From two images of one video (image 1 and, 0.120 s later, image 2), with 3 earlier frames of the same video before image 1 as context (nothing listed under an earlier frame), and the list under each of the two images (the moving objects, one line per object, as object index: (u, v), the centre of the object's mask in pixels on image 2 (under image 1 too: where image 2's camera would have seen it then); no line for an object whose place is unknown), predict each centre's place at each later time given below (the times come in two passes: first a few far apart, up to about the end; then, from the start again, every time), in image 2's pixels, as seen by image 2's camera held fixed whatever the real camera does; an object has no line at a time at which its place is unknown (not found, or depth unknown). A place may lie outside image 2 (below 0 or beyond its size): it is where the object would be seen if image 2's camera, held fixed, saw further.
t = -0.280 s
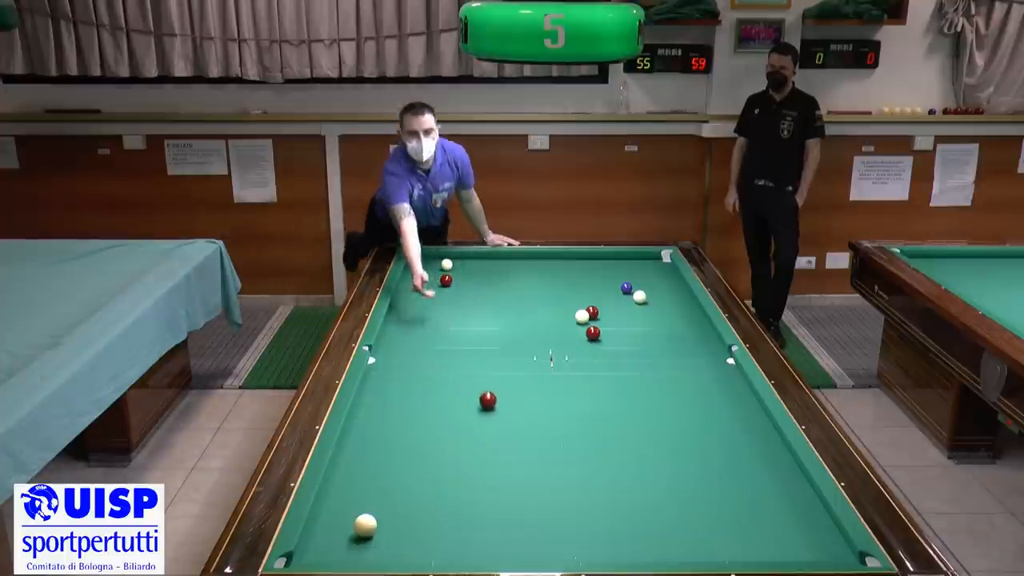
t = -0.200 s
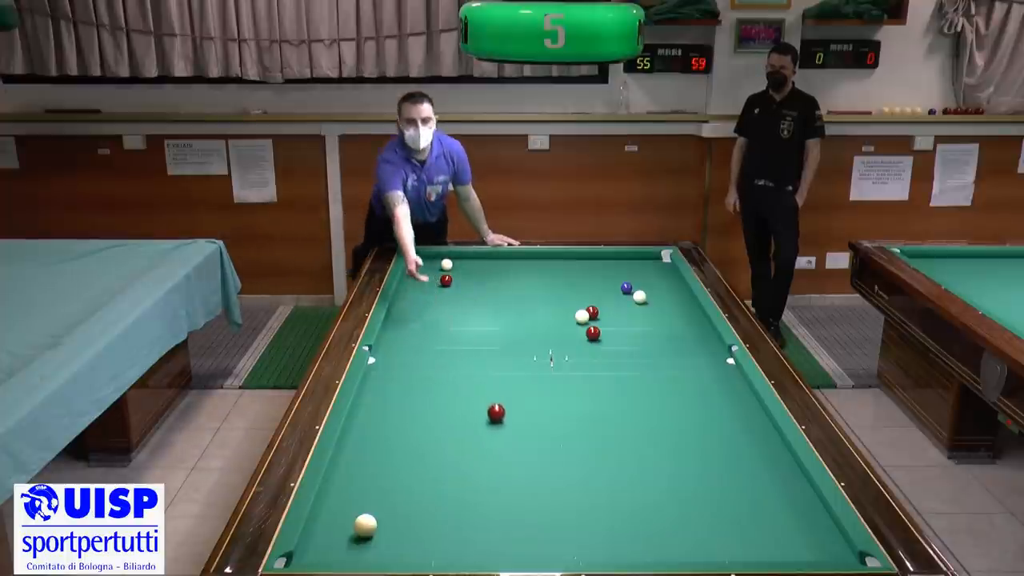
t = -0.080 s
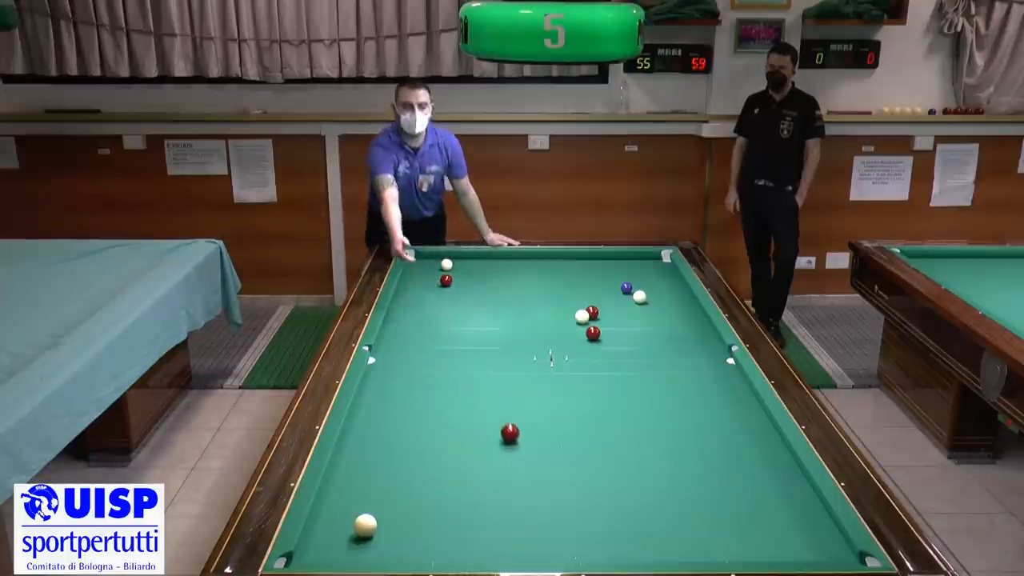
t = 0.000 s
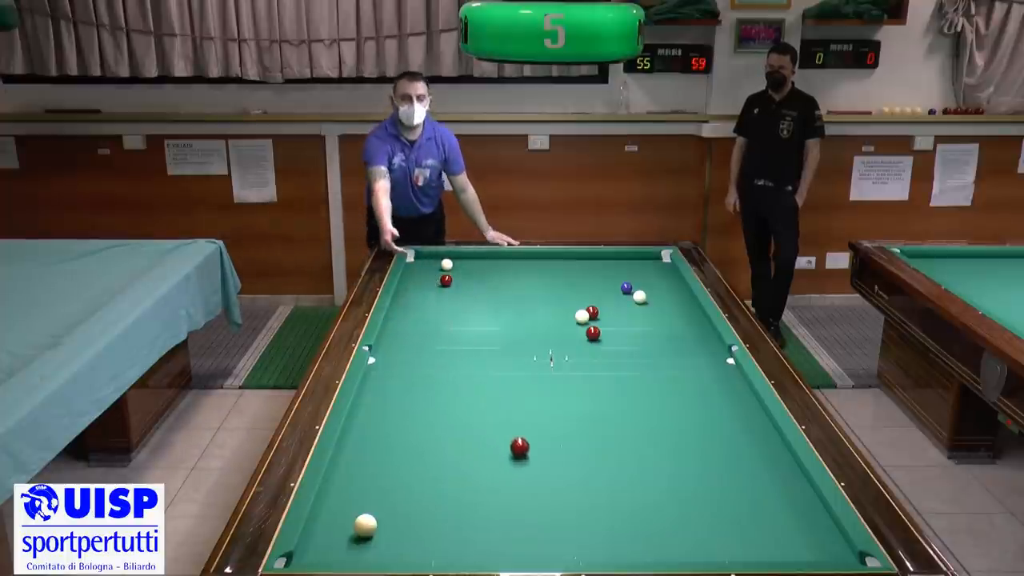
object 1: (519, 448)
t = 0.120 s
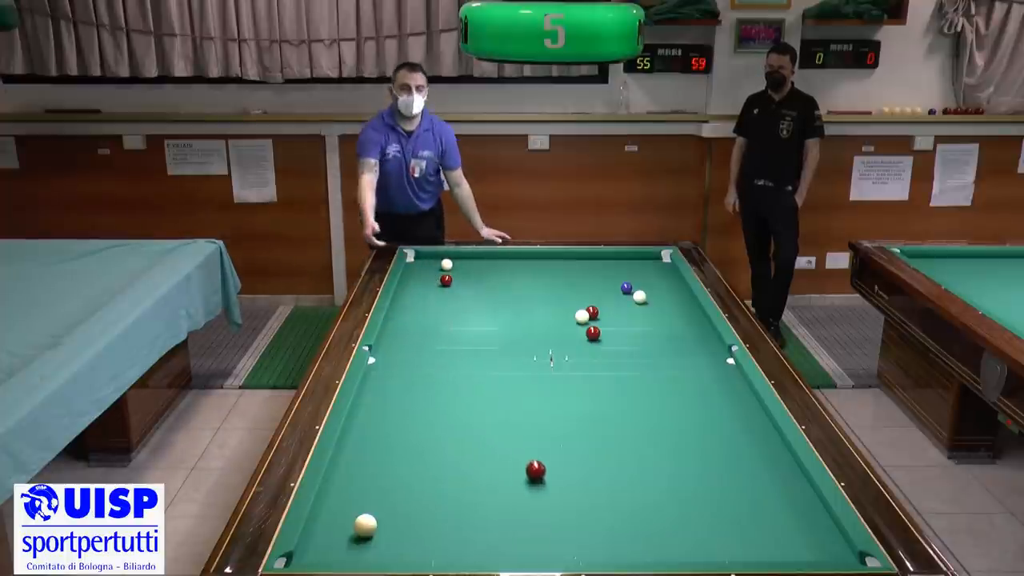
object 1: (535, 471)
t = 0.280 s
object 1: (559, 507)
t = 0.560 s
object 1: (602, 550)
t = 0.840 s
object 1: (615, 503)
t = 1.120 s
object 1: (626, 464)
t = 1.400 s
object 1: (636, 431)
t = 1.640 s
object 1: (643, 407)
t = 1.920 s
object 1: (650, 382)
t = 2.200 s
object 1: (656, 360)
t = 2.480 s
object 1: (661, 341)
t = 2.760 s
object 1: (666, 324)
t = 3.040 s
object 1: (670, 310)
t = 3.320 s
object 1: (673, 296)
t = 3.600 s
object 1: (676, 284)
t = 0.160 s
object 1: (541, 480)
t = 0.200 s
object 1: (547, 489)
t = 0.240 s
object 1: (553, 497)
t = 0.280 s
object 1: (559, 507)
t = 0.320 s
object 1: (566, 517)
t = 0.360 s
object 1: (572, 526)
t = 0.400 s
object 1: (579, 535)
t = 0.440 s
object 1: (587, 546)
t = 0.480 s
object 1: (594, 553)
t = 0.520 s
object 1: (600, 555)
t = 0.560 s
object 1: (602, 550)
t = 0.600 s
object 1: (604, 543)
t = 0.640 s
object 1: (605, 536)
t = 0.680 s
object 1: (607, 529)
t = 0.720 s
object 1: (609, 522)
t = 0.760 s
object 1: (611, 516)
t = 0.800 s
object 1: (613, 509)
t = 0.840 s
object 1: (615, 503)
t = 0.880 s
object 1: (616, 497)
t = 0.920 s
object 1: (618, 491)
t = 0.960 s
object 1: (620, 485)
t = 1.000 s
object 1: (622, 480)
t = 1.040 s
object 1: (623, 475)
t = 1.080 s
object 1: (625, 469)
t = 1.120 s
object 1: (626, 464)
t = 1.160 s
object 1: (628, 459)
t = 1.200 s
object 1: (629, 454)
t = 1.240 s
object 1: (631, 449)
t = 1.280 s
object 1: (632, 445)
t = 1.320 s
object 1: (633, 440)
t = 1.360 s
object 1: (635, 436)
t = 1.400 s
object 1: (636, 431)
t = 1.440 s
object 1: (637, 427)
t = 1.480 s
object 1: (638, 423)
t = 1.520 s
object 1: (640, 419)
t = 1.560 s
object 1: (641, 415)
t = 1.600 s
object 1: (642, 411)
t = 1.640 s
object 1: (643, 407)
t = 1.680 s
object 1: (644, 403)
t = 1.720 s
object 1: (645, 399)
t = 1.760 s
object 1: (646, 396)
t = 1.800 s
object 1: (647, 392)
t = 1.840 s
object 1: (648, 389)
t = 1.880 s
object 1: (649, 385)
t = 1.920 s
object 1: (650, 382)
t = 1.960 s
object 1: (651, 379)
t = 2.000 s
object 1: (652, 375)
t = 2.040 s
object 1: (653, 372)
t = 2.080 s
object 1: (654, 369)
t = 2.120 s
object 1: (654, 366)
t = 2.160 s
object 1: (655, 363)
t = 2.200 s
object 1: (656, 360)
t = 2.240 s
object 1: (657, 357)
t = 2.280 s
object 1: (658, 354)
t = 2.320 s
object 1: (658, 352)
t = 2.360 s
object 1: (659, 349)
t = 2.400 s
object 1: (660, 346)
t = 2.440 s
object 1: (660, 344)
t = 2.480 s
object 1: (661, 341)
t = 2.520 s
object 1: (662, 339)
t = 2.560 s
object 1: (662, 336)
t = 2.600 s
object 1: (663, 334)
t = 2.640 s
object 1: (664, 331)
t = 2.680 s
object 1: (664, 329)
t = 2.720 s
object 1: (665, 327)
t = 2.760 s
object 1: (666, 324)
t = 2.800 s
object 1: (666, 322)
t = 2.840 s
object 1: (667, 320)
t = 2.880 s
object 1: (667, 318)
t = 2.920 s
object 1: (668, 316)
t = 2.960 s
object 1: (668, 314)
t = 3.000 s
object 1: (669, 311)
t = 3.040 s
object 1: (670, 310)
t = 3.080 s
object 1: (670, 307)
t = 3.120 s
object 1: (671, 306)
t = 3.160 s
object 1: (671, 303)
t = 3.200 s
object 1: (672, 302)
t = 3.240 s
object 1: (672, 300)
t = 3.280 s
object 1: (672, 298)
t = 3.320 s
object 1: (673, 296)
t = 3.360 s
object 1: (673, 294)
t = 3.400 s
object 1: (674, 293)
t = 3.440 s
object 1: (674, 291)
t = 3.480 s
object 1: (675, 289)
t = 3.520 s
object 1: (675, 287)
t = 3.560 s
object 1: (676, 286)
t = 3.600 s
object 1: (676, 284)
